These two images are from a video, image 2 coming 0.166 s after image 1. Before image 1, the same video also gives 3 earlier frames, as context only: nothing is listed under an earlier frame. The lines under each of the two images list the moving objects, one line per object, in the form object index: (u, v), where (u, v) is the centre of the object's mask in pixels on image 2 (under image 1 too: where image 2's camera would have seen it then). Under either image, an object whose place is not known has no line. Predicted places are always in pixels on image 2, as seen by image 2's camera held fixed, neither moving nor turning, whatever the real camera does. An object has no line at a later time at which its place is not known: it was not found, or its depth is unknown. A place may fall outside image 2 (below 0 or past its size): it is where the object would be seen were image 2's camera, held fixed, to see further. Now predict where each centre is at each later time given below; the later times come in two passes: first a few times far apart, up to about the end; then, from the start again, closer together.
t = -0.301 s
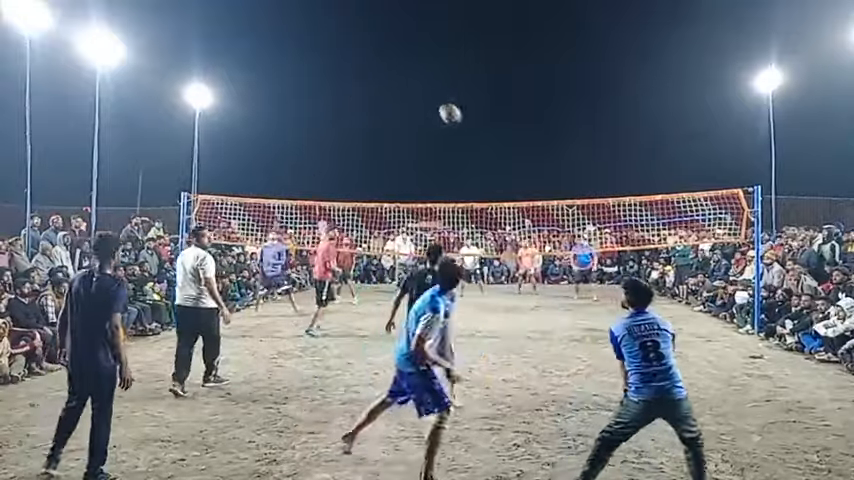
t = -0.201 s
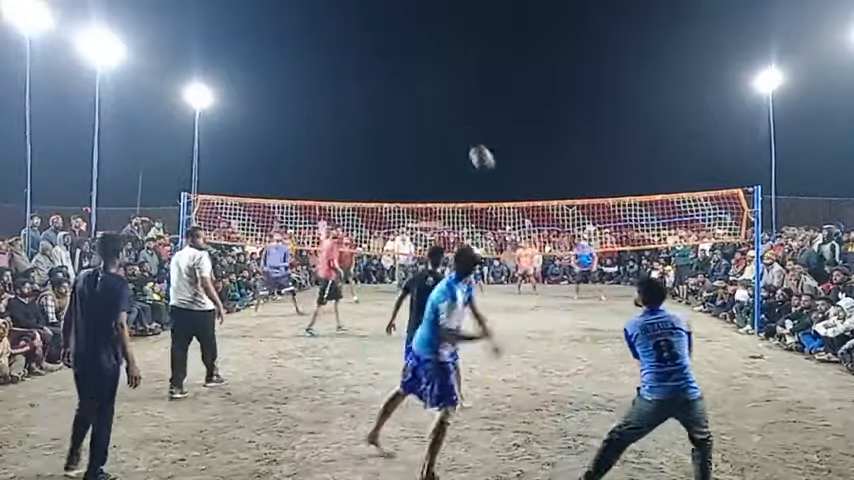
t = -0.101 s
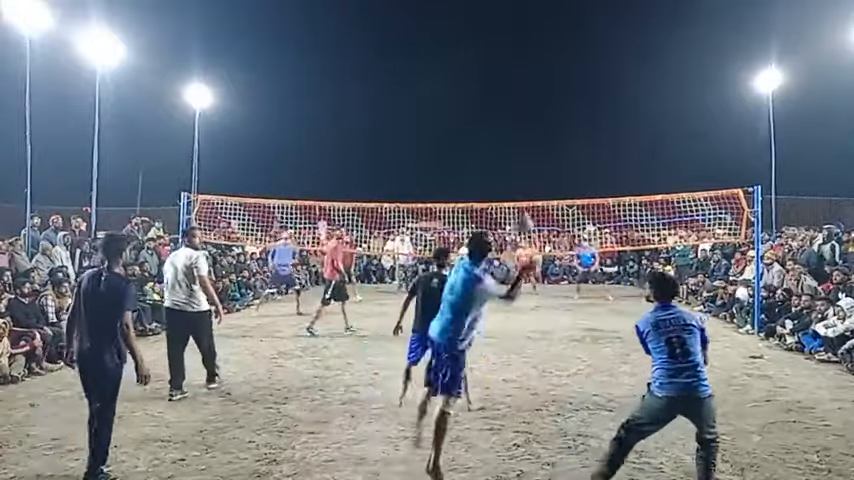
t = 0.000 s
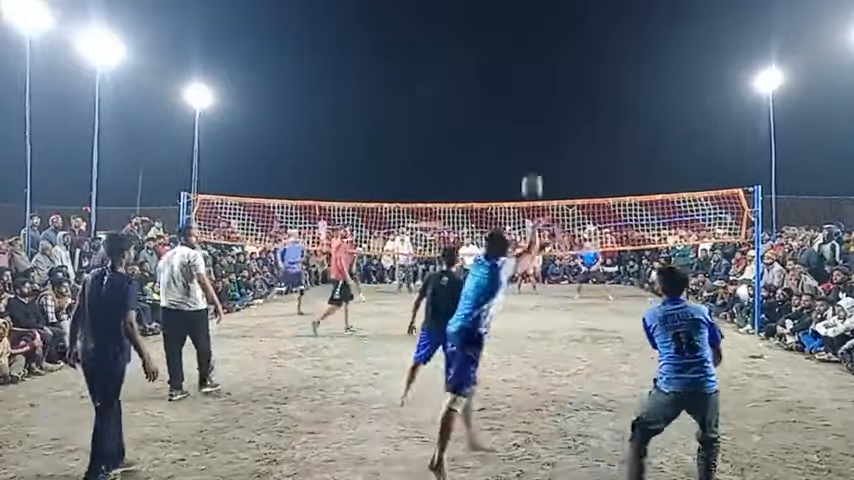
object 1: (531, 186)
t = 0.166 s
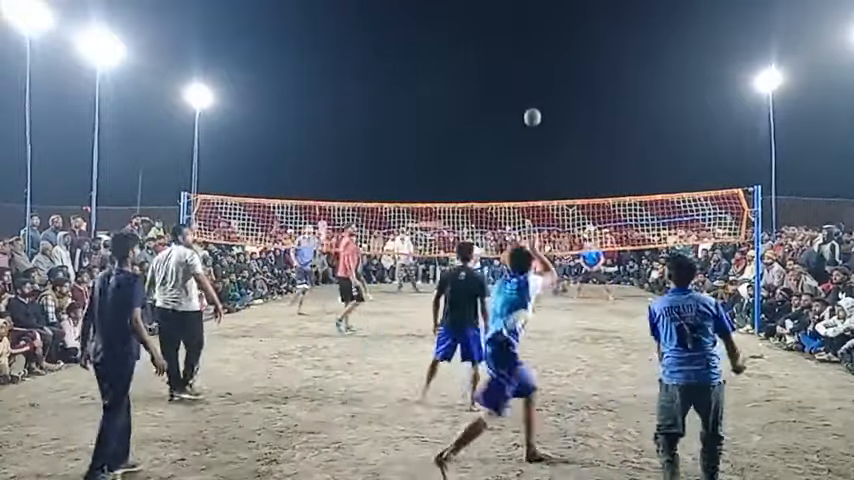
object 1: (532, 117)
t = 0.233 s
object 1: (532, 104)
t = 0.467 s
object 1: (531, 96)
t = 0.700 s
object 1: (531, 120)
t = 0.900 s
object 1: (530, 157)
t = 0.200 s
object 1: (532, 111)
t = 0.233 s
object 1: (532, 104)
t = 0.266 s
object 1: (531, 100)
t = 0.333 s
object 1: (532, 95)
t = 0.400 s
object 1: (532, 95)
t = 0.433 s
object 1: (532, 95)
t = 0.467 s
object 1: (531, 96)
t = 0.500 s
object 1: (531, 98)
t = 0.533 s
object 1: (531, 100)
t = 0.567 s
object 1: (531, 103)
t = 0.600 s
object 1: (531, 106)
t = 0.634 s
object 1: (531, 110)
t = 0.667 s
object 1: (531, 115)
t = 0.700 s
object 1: (531, 120)
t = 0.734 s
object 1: (531, 125)
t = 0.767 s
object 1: (531, 131)
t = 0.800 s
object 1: (531, 137)
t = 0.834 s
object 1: (531, 144)
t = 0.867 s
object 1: (530, 150)
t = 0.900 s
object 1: (530, 157)
